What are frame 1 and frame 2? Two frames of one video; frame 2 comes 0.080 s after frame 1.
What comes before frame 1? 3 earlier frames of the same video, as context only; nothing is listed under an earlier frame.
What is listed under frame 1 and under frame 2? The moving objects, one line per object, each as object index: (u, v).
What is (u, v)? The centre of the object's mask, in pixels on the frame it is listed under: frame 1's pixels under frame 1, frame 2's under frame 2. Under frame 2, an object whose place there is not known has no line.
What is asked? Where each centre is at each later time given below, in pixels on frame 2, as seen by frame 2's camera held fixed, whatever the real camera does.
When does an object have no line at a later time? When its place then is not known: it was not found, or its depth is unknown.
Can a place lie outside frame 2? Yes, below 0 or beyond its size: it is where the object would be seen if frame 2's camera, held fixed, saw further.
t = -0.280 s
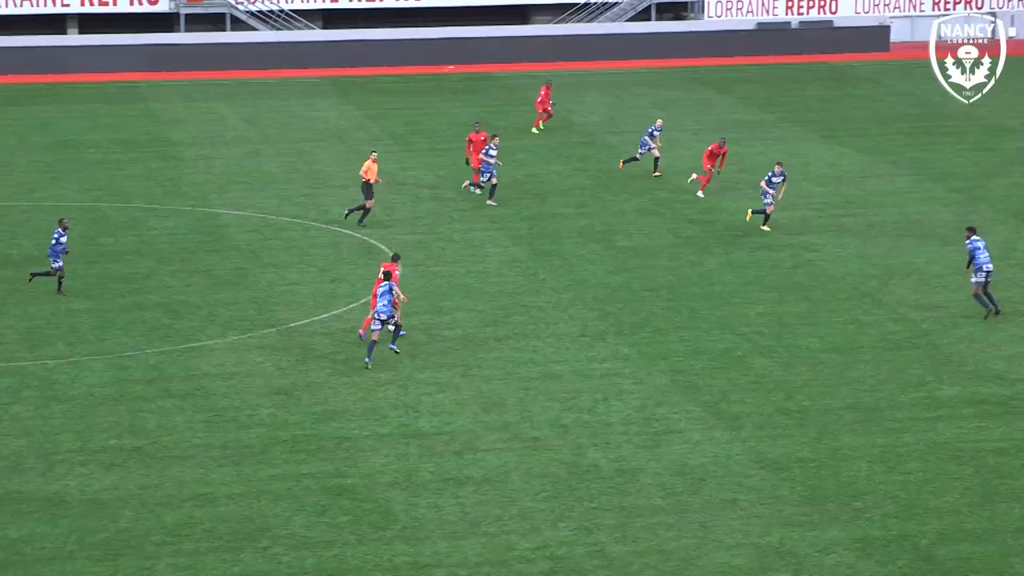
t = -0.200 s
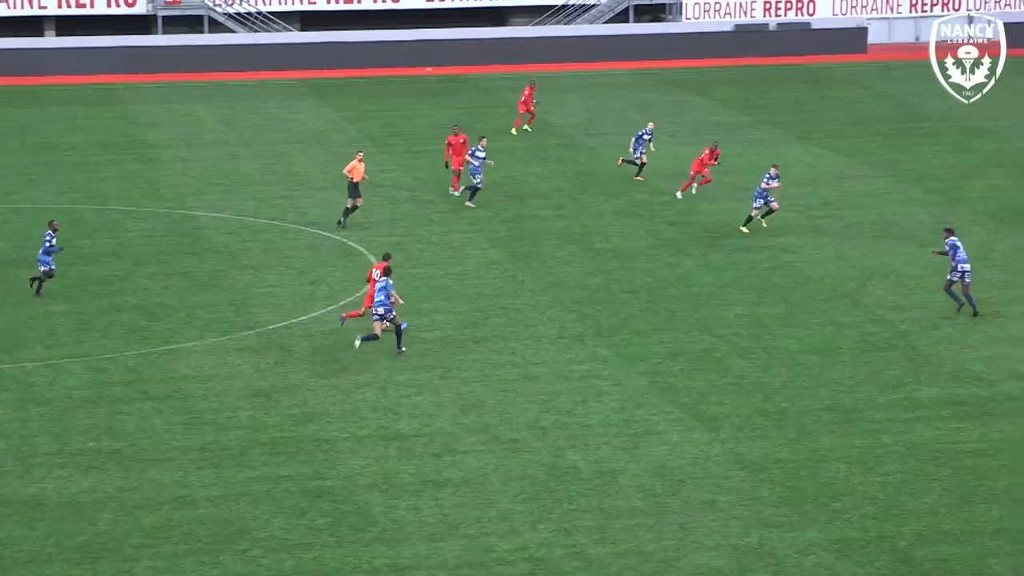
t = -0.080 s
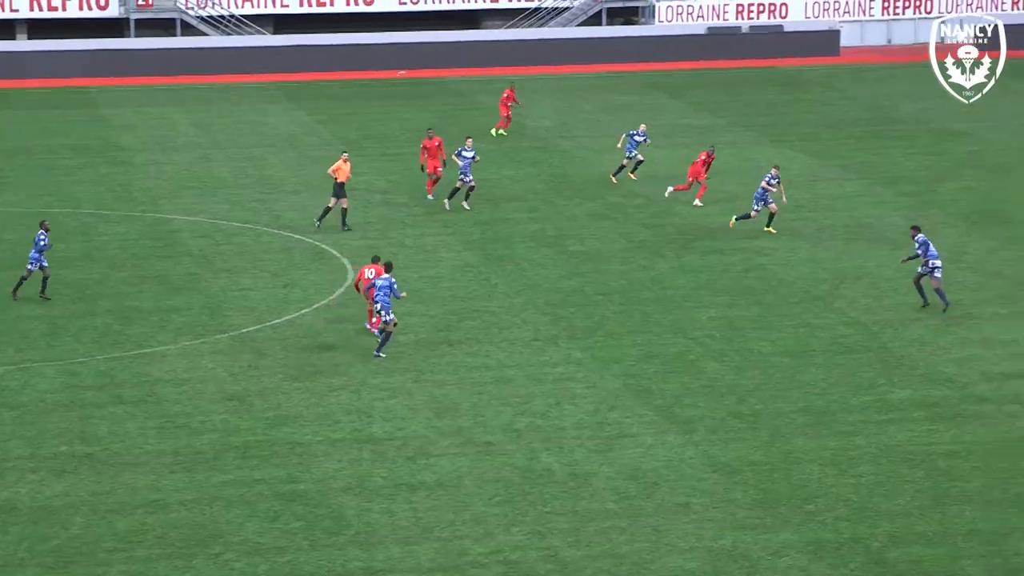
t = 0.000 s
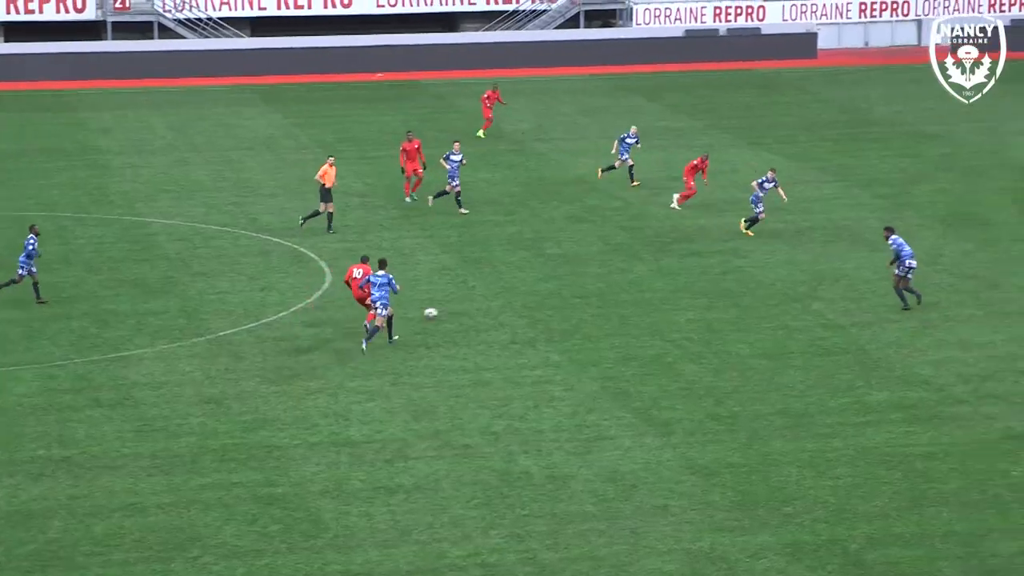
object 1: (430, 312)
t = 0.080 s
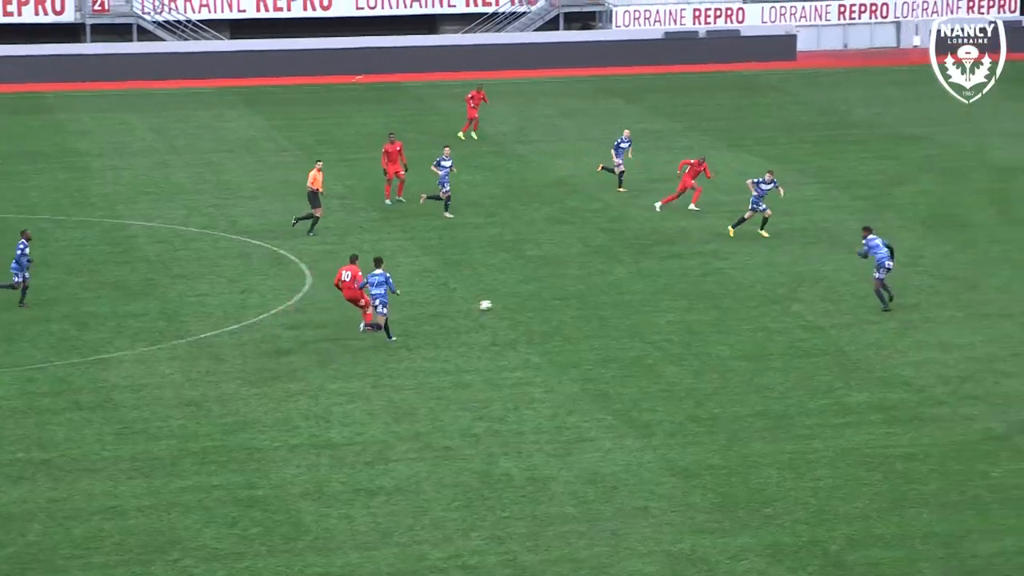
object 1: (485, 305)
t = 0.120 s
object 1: (519, 300)
